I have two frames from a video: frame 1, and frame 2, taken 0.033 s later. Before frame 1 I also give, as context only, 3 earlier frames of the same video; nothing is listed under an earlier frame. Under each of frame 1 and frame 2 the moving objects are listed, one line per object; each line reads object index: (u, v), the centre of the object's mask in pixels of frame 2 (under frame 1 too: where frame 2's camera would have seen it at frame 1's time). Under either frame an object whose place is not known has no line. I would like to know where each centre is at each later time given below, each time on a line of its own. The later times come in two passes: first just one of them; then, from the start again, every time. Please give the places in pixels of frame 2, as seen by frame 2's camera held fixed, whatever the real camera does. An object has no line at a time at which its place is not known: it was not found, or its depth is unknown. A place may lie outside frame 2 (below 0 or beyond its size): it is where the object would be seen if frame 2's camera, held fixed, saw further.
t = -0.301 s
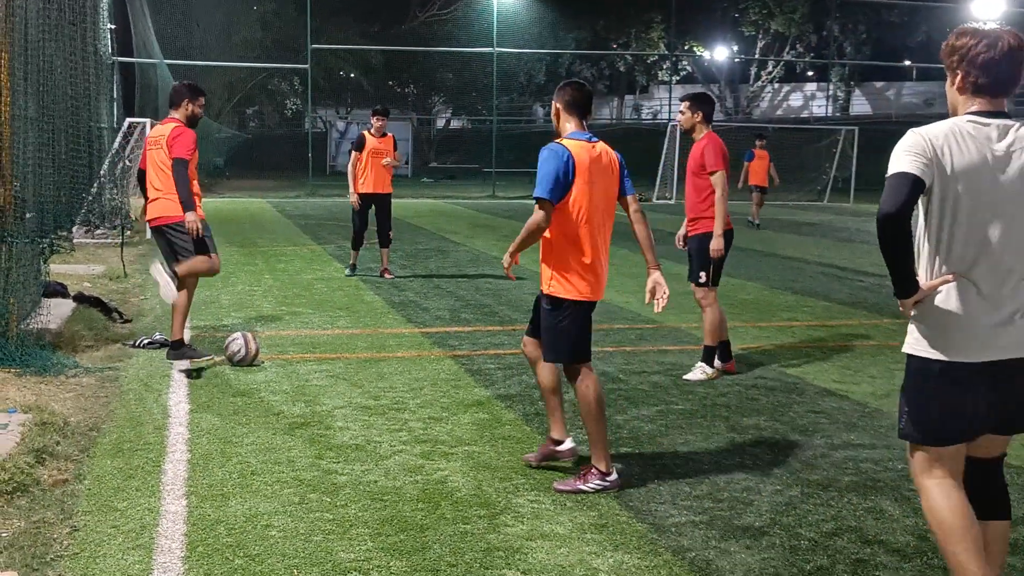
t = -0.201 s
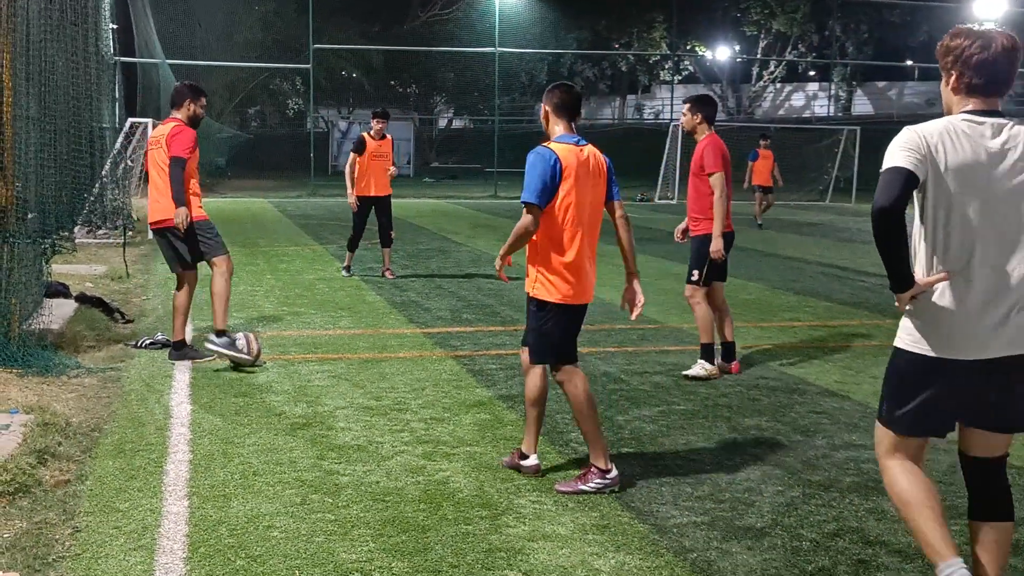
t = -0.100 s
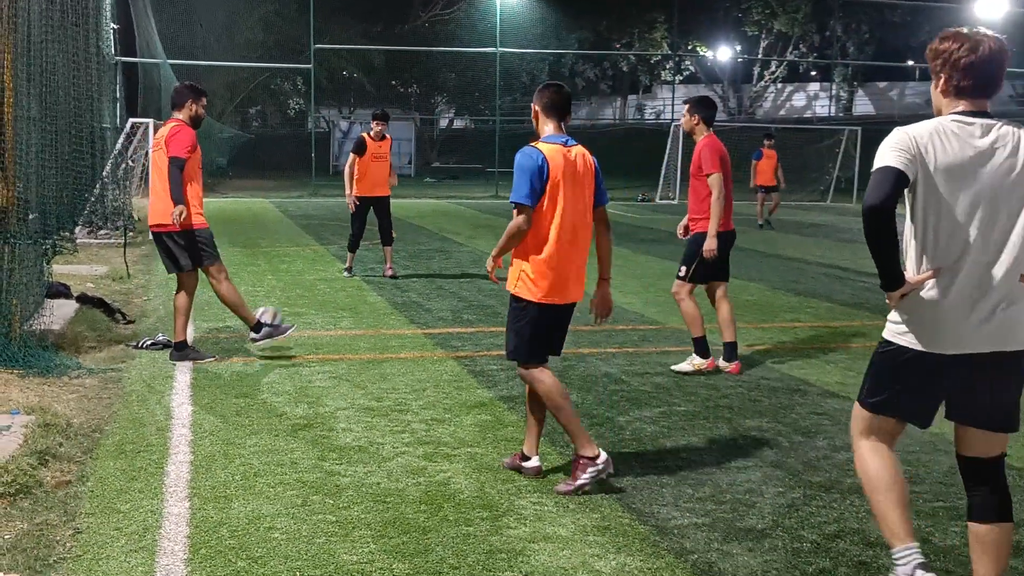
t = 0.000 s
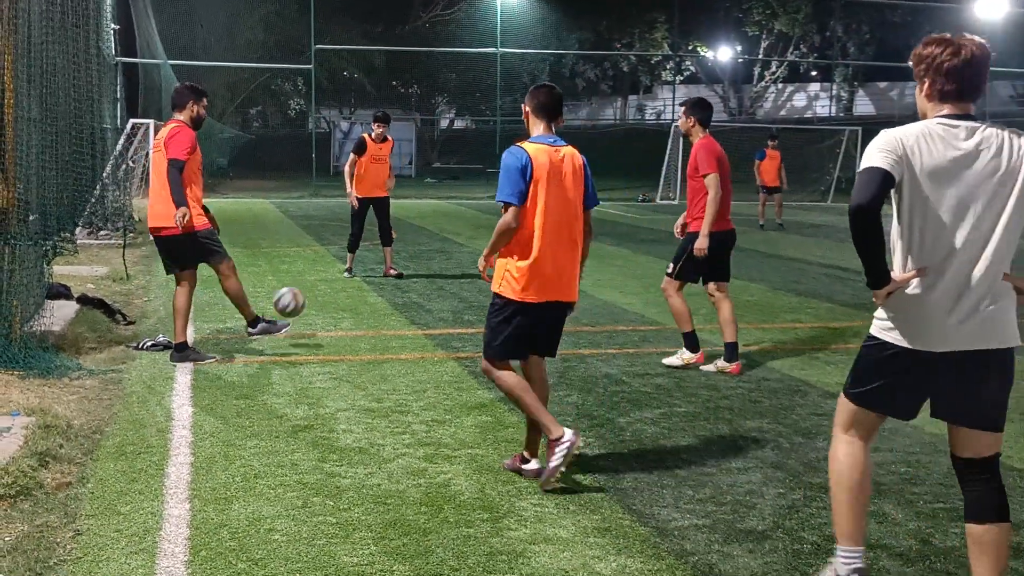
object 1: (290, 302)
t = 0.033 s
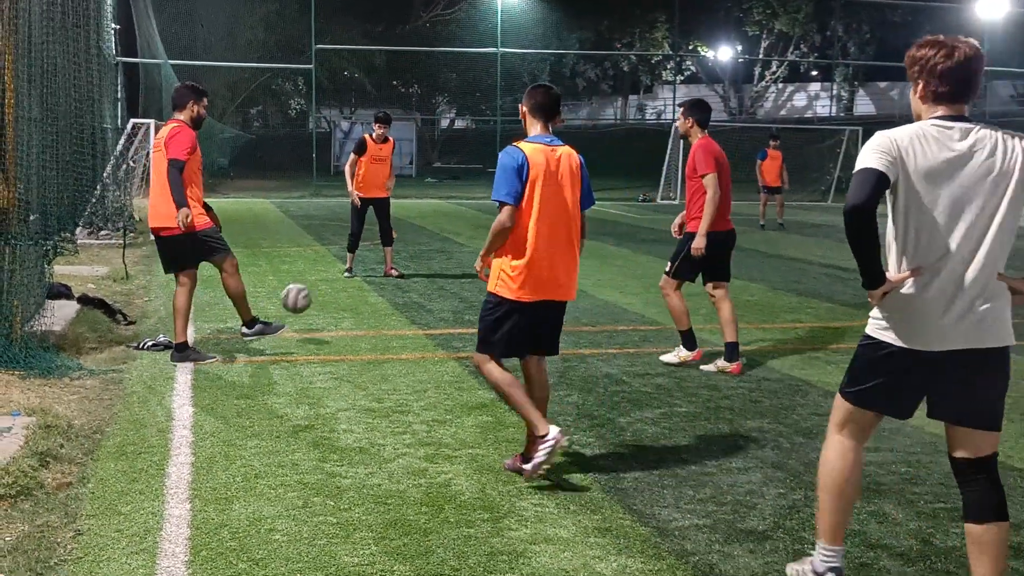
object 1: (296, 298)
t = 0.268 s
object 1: (334, 291)
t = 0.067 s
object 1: (302, 296)
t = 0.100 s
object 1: (309, 296)
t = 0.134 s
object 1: (314, 297)
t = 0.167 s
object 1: (320, 300)
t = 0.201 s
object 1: (325, 303)
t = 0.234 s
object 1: (329, 298)
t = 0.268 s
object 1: (334, 291)
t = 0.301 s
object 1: (338, 286)
